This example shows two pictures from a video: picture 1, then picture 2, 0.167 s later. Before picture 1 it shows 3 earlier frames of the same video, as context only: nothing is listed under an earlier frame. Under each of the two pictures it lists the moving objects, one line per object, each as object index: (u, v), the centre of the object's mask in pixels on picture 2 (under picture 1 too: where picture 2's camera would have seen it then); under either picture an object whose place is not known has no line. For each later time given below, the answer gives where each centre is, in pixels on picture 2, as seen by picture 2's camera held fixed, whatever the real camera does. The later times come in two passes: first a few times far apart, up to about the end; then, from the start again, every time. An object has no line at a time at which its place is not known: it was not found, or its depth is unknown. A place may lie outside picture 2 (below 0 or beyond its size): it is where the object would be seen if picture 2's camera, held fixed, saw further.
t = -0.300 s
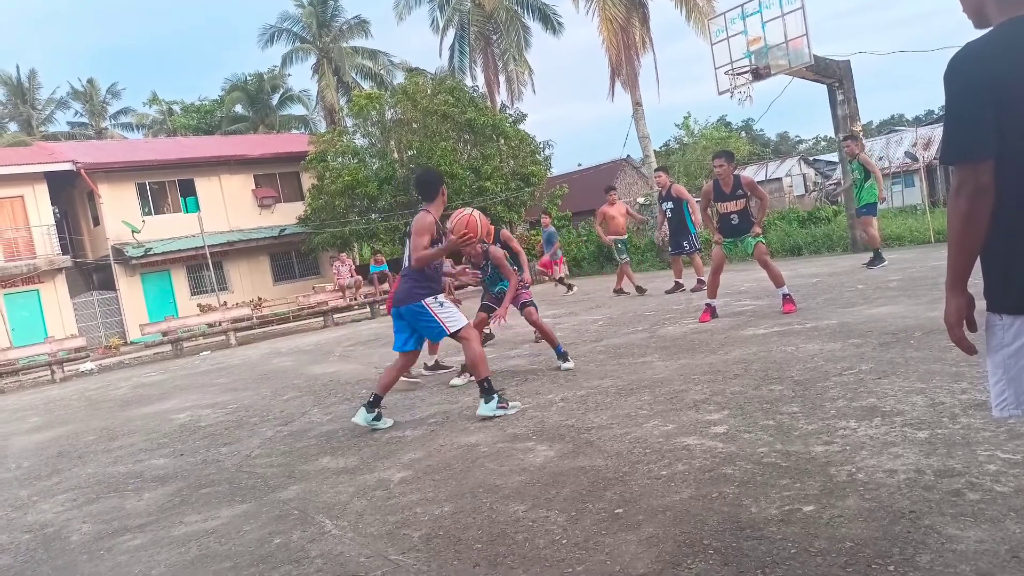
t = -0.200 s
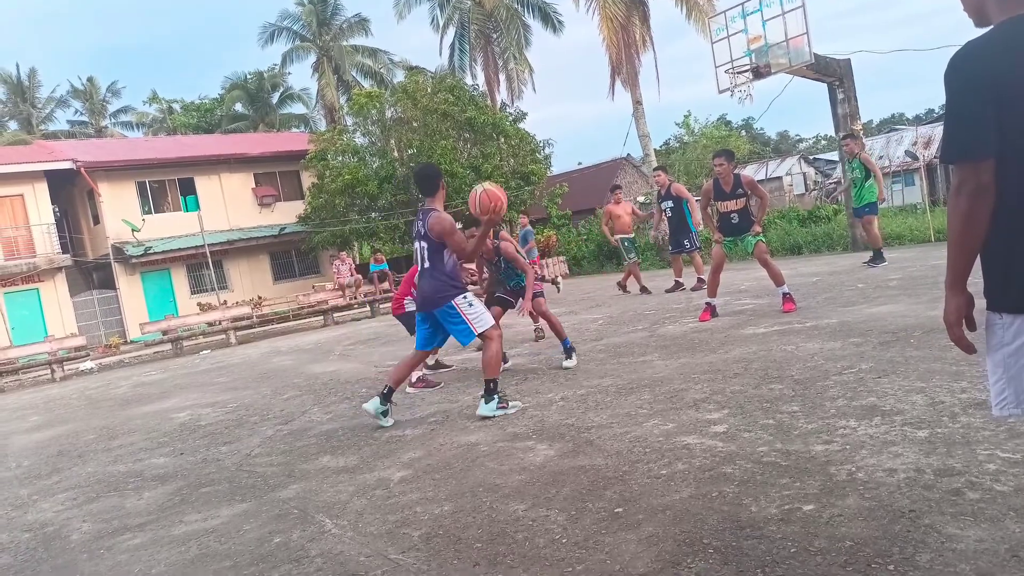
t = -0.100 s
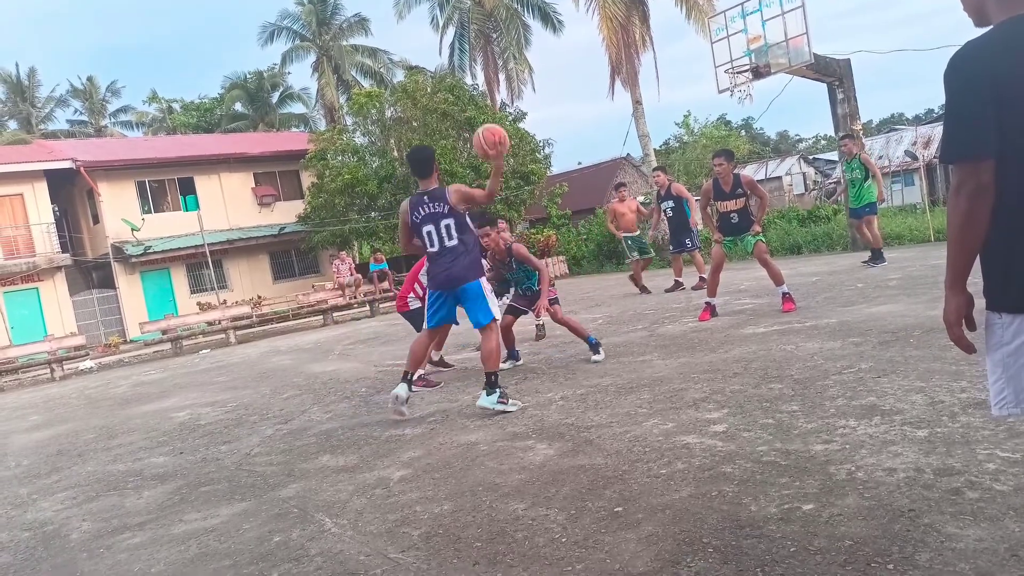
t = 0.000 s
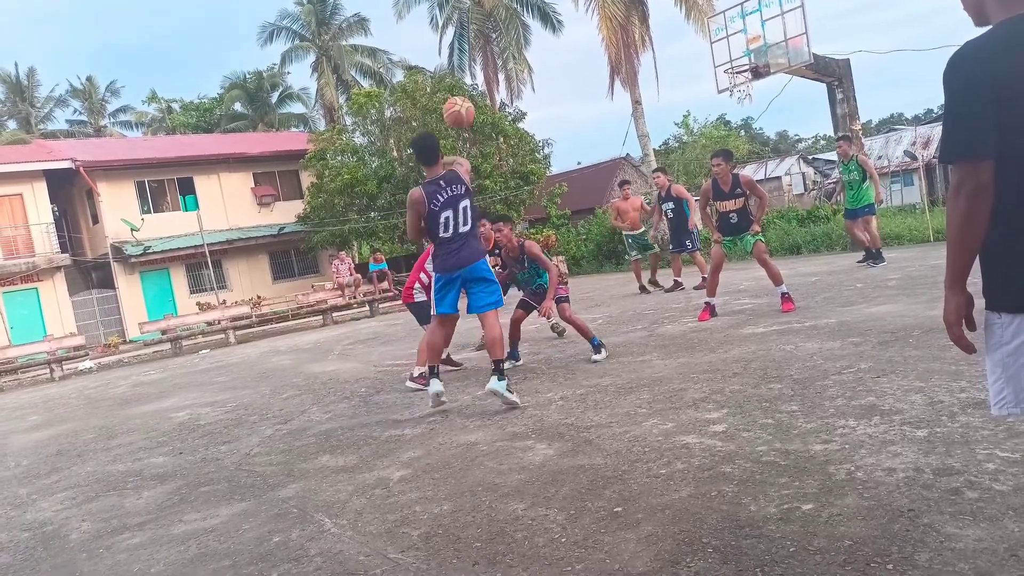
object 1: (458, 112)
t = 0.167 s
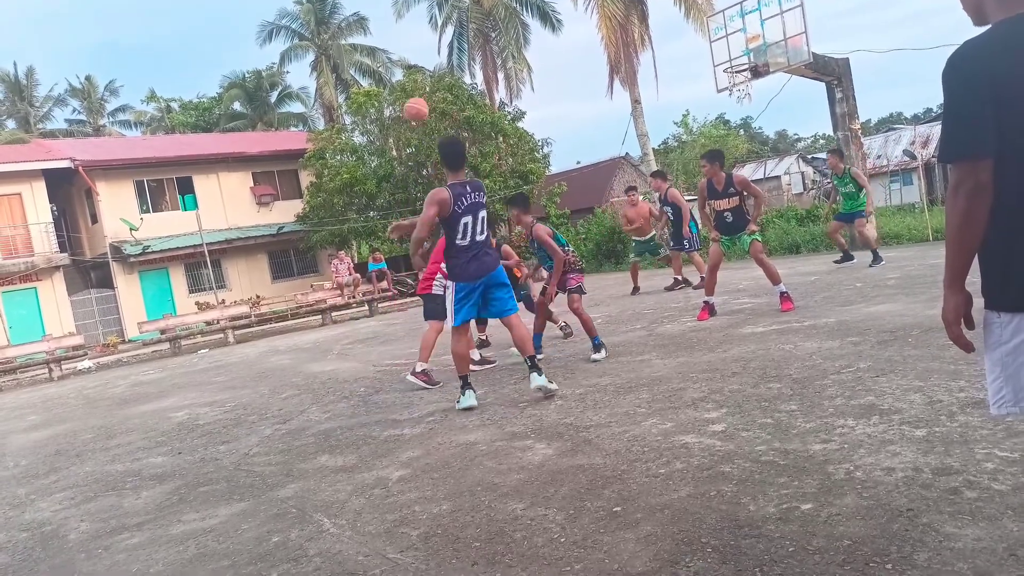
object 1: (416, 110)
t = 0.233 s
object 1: (406, 116)
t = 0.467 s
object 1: (386, 152)
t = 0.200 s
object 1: (411, 113)
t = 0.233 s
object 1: (406, 116)
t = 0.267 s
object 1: (401, 119)
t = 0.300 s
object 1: (398, 124)
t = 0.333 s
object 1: (395, 128)
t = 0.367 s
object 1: (392, 134)
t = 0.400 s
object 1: (389, 139)
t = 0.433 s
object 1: (388, 146)
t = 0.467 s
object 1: (386, 152)
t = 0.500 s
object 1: (384, 159)
